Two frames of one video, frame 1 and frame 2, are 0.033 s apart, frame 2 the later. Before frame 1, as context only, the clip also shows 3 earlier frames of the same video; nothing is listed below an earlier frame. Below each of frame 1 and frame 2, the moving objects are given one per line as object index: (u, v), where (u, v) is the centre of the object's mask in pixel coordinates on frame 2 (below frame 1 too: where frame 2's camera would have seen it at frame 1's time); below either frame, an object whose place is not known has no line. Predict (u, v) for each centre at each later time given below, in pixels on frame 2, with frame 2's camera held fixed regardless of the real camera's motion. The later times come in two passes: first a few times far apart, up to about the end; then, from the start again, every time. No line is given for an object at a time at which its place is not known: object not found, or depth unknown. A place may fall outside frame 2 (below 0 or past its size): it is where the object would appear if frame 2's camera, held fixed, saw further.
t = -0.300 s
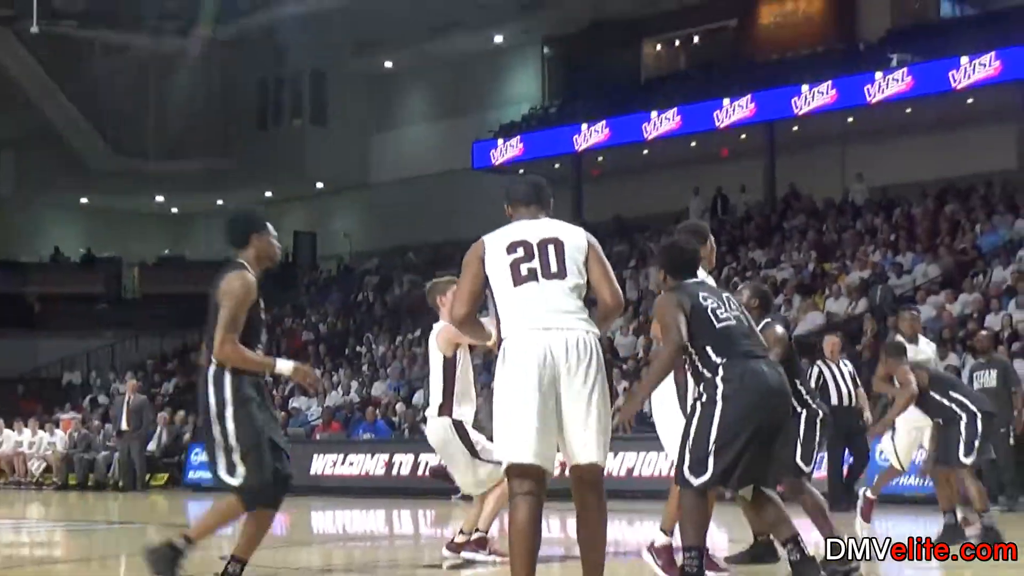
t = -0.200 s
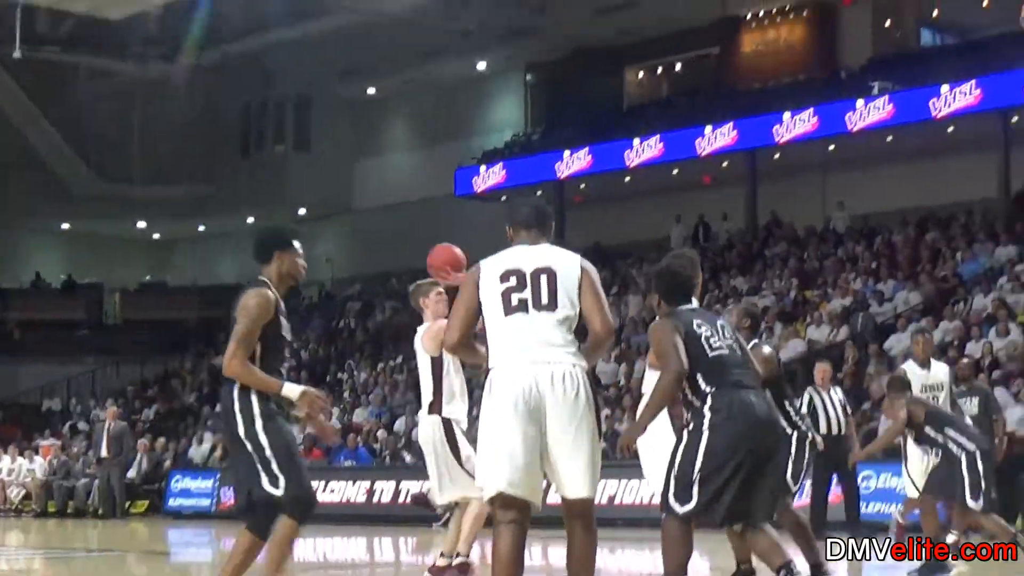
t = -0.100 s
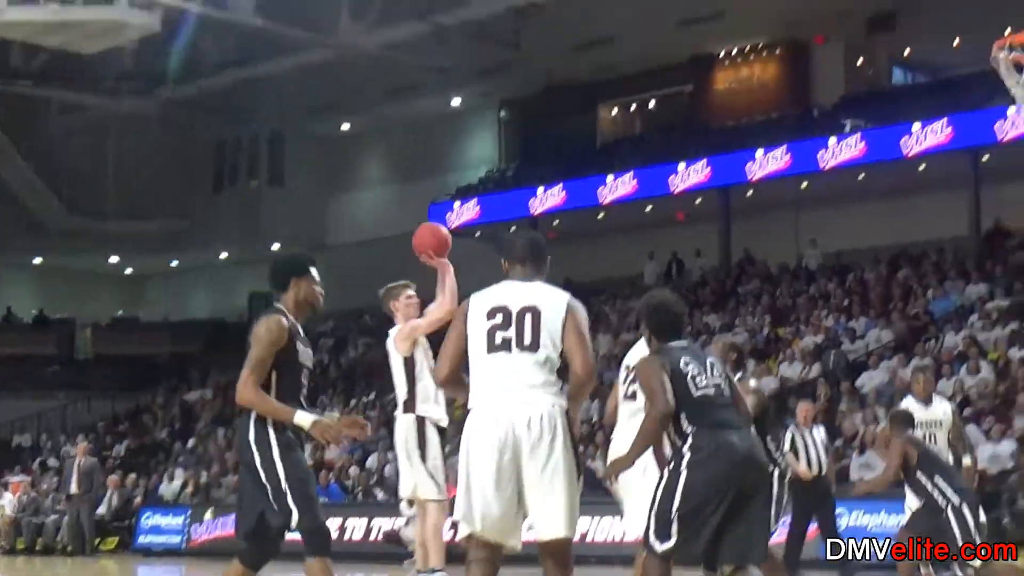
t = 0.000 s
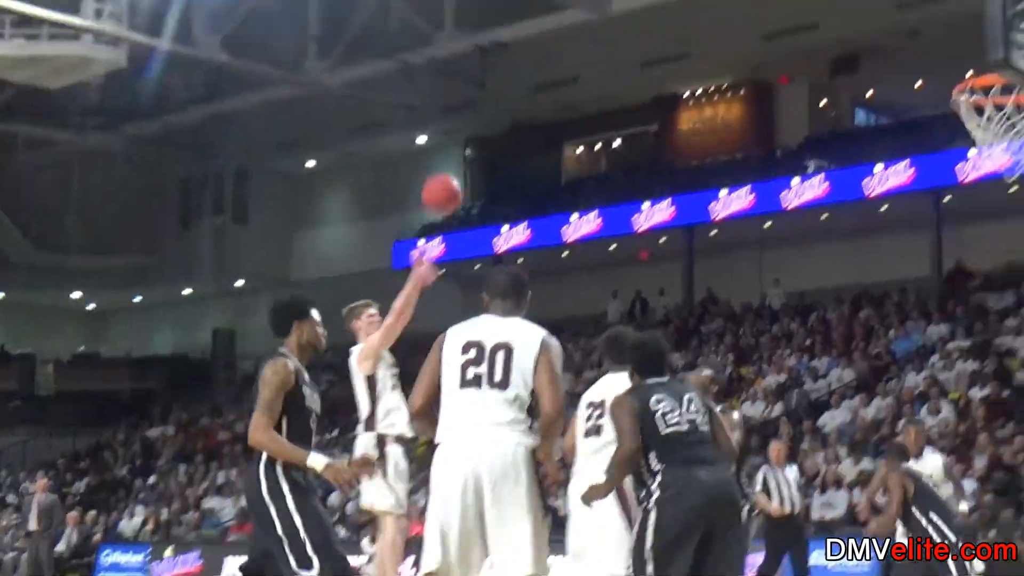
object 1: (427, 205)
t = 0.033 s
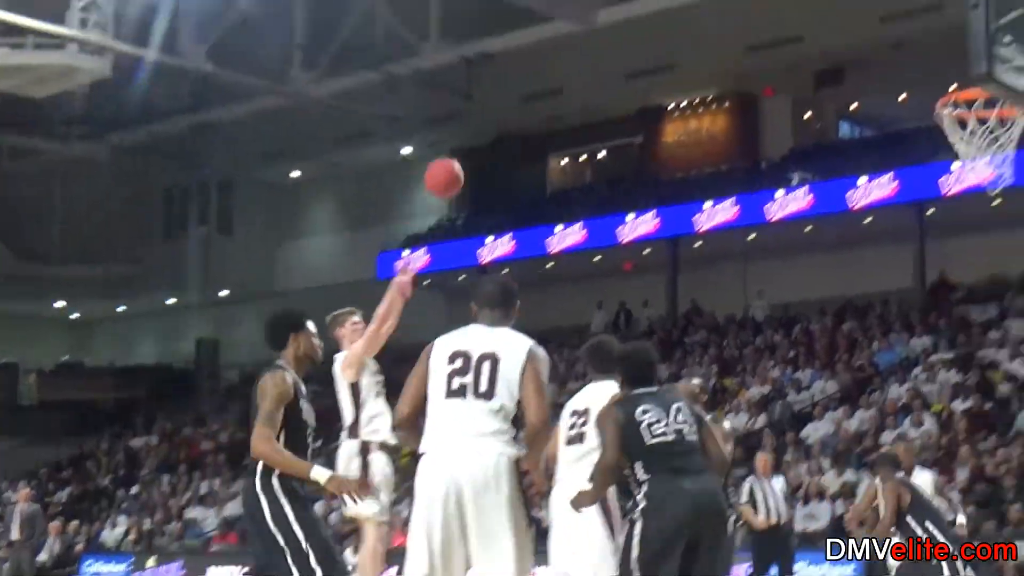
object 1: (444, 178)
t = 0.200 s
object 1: (529, 71)
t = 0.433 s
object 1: (653, -12)
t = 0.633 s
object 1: (770, -18)
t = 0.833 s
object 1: (896, 46)
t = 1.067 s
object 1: (1004, 122)
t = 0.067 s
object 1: (460, 154)
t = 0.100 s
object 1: (477, 131)
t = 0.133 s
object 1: (494, 109)
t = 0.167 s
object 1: (511, 89)
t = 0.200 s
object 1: (529, 71)
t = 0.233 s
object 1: (546, 55)
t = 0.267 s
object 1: (564, 39)
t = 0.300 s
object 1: (582, 26)
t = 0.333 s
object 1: (599, 14)
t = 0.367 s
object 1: (617, 4)
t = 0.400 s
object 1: (635, -5)
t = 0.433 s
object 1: (653, -12)
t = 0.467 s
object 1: (672, -18)
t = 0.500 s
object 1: (691, -22)
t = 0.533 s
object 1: (709, -24)
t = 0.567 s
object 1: (729, -24)
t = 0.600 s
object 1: (749, -22)
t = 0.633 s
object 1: (770, -18)
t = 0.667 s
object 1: (790, -13)
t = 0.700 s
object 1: (810, -6)
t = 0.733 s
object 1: (832, 4)
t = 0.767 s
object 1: (852, 15)
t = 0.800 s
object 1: (874, 30)
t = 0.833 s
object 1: (896, 46)
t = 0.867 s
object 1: (918, 64)
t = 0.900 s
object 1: (939, 80)
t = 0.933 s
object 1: (951, 83)
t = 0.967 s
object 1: (972, 99)
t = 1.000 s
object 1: (989, 113)
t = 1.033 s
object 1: (1011, 120)
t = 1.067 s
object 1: (1004, 122)
